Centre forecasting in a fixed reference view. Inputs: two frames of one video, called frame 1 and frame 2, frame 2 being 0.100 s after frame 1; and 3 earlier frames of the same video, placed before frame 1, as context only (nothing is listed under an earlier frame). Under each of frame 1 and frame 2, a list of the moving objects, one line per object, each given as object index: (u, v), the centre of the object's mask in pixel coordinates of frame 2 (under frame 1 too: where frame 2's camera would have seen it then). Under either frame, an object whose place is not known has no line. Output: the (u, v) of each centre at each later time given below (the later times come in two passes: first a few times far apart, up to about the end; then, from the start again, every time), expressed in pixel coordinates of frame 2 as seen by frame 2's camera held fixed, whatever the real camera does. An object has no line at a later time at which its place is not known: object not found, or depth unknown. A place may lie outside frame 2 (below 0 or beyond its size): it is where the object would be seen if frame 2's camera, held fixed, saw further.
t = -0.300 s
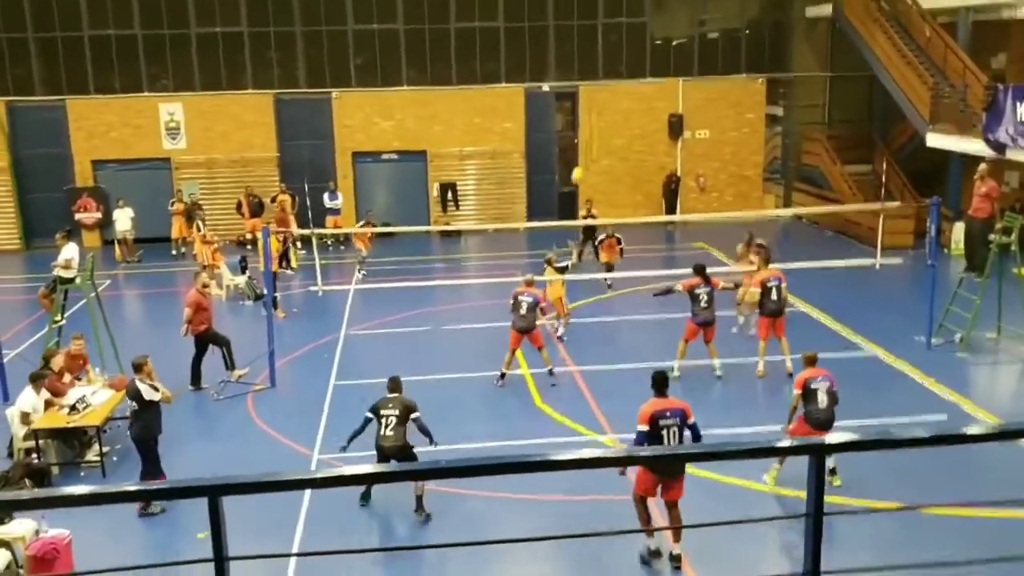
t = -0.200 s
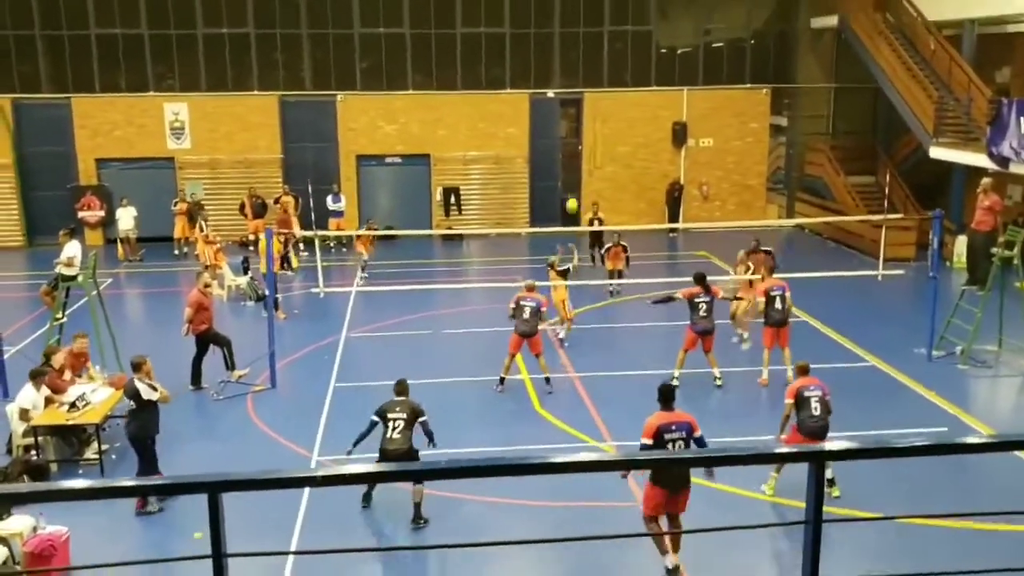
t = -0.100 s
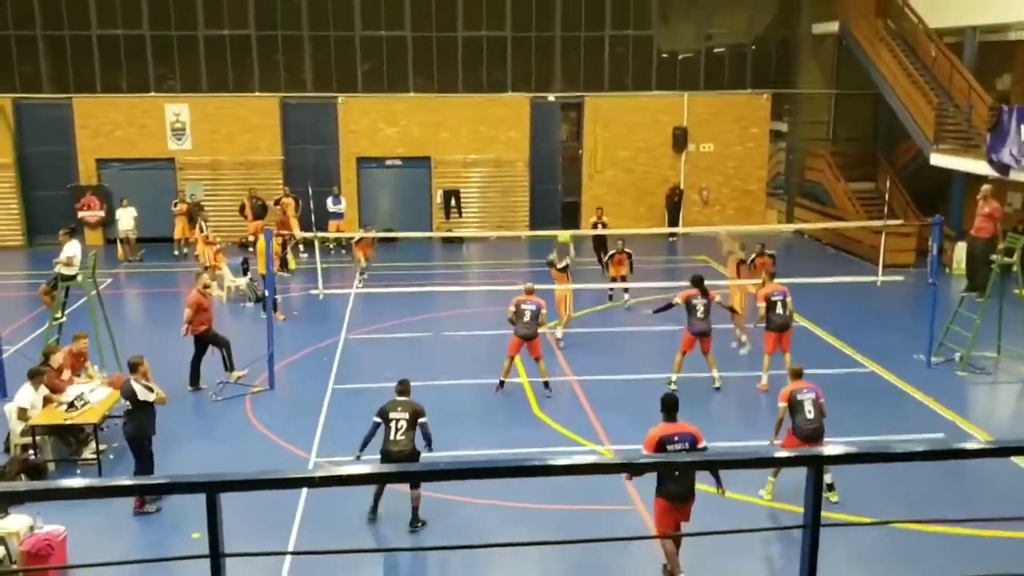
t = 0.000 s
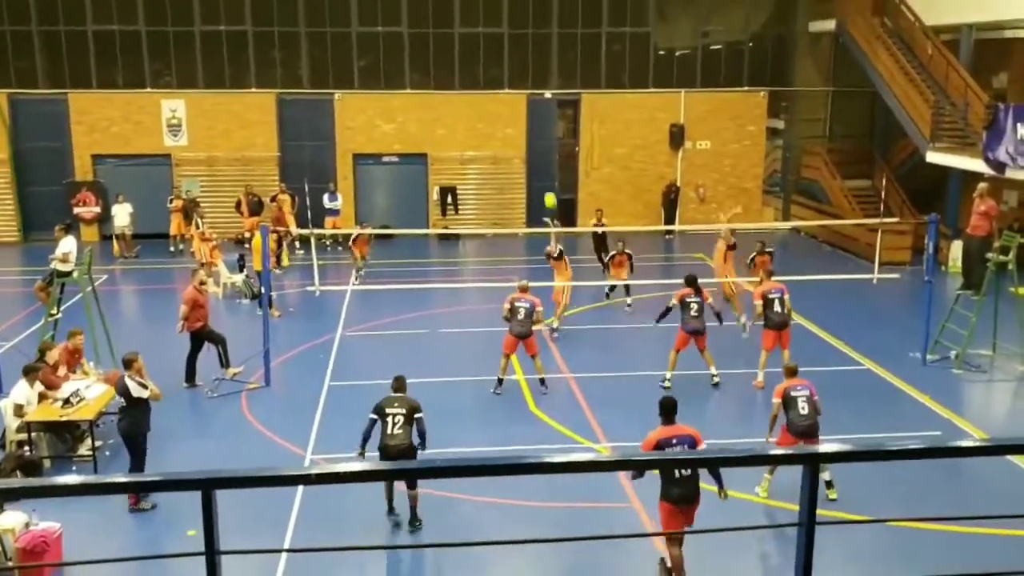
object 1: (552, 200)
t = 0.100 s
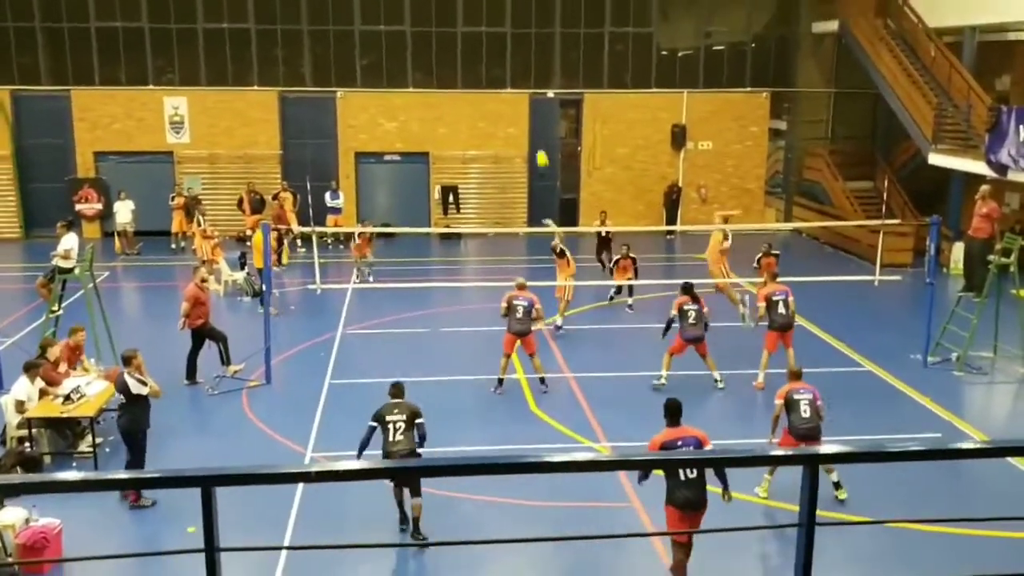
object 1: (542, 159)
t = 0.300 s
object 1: (523, 93)
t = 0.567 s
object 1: (495, 46)
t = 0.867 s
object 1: (465, 41)
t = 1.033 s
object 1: (448, 60)
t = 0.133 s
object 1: (538, 146)
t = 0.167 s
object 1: (535, 135)
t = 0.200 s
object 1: (533, 123)
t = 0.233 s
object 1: (530, 113)
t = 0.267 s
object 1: (526, 104)
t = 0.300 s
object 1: (523, 93)
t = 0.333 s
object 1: (518, 85)
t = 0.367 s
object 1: (515, 77)
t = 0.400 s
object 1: (512, 71)
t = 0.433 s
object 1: (509, 64)
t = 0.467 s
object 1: (505, 59)
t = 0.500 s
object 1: (502, 54)
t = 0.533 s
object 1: (498, 49)
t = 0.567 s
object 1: (495, 46)
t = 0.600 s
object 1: (492, 42)
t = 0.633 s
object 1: (488, 40)
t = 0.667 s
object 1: (485, 38)
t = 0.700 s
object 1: (481, 37)
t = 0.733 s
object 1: (478, 36)
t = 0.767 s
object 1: (475, 36)
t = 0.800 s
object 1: (471, 37)
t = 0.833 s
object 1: (468, 38)
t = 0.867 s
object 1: (465, 41)
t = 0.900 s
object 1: (461, 43)
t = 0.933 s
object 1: (458, 46)
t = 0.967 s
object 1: (455, 51)
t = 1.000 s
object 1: (452, 55)
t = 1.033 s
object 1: (448, 60)
